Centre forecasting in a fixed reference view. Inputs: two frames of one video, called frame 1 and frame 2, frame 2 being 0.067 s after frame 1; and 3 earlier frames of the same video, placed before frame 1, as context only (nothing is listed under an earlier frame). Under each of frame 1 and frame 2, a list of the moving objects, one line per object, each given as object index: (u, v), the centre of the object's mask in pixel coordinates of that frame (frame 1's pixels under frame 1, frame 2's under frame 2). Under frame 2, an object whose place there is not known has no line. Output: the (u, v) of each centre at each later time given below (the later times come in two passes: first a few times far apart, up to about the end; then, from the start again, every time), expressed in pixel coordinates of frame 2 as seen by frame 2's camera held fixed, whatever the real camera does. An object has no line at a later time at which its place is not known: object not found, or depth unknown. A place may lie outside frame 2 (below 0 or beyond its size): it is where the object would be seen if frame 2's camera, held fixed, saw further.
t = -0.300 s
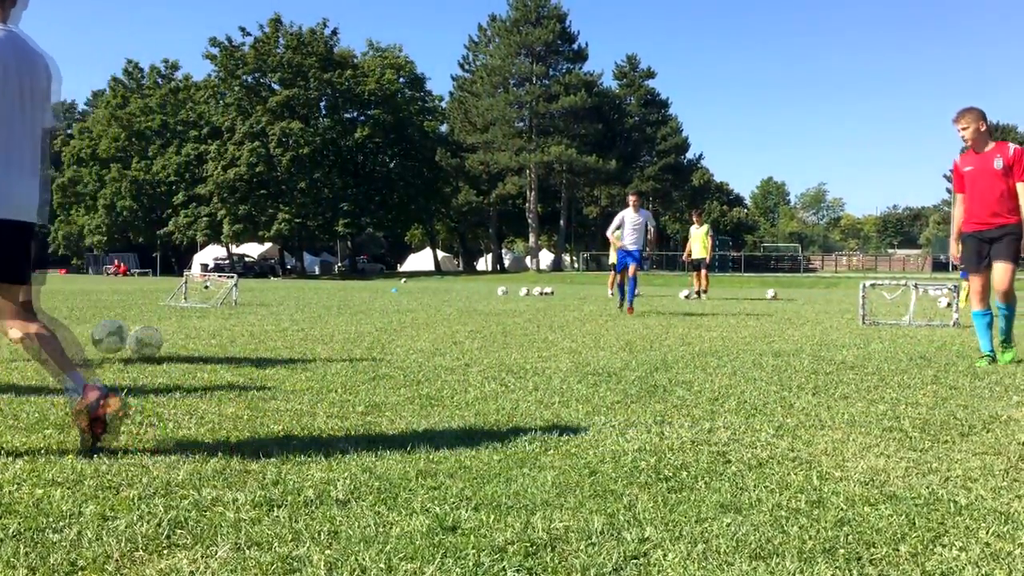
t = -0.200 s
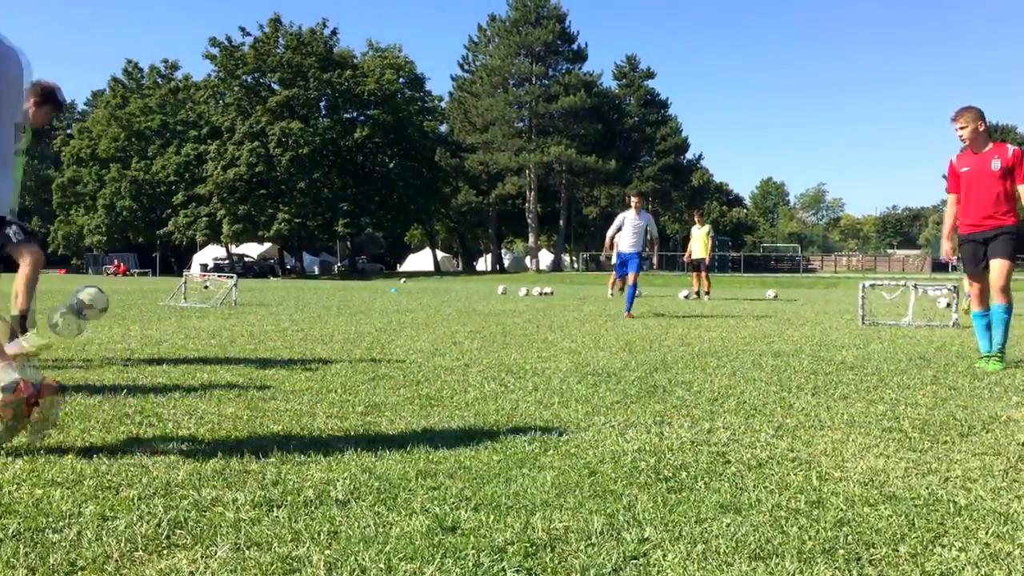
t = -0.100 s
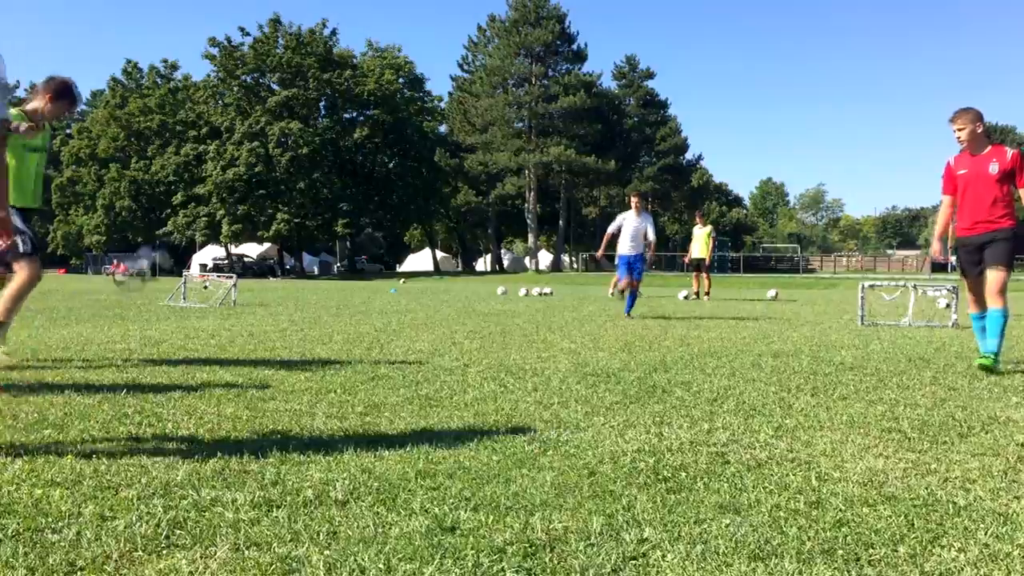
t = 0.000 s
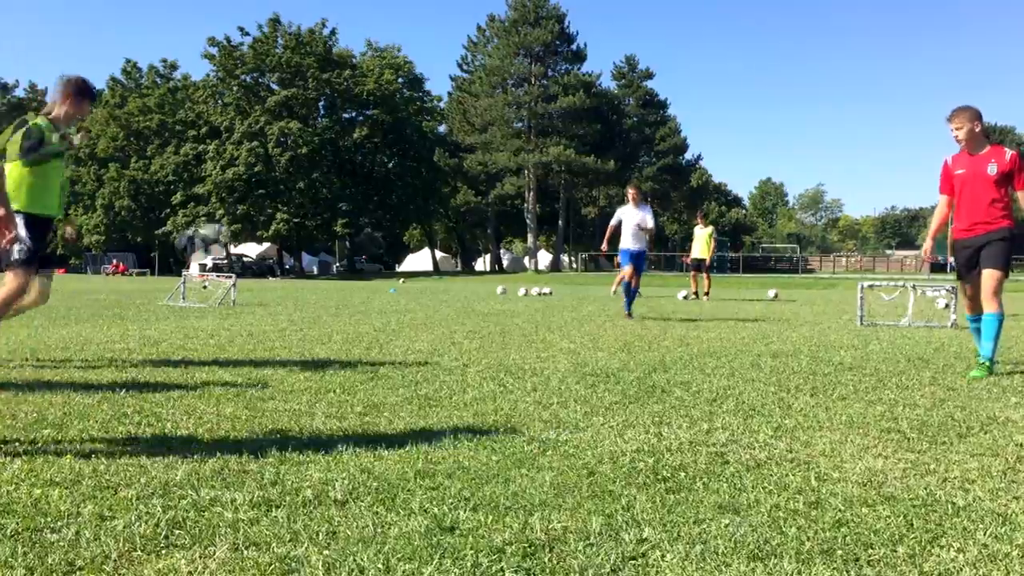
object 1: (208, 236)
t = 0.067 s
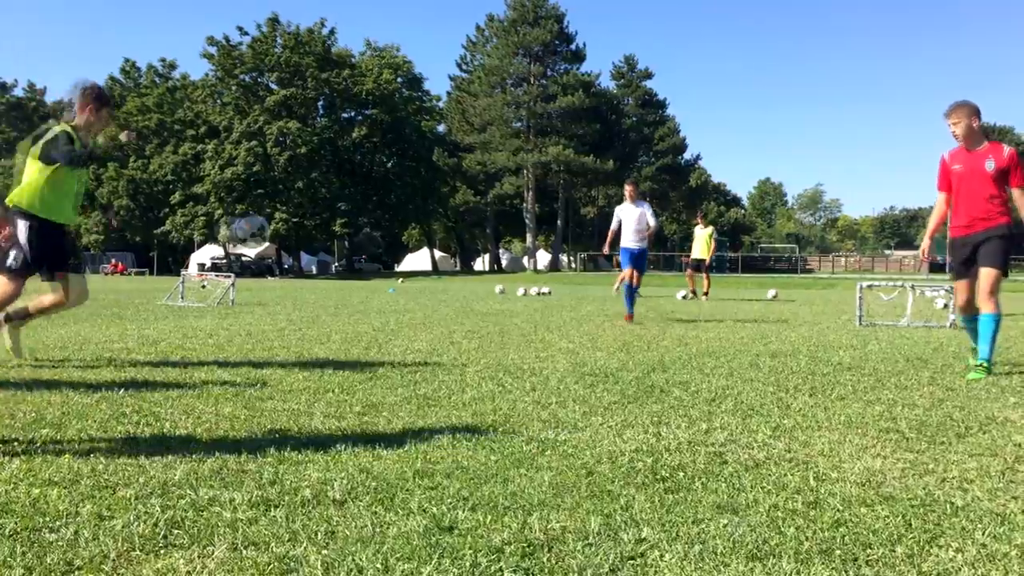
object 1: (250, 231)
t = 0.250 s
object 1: (347, 242)
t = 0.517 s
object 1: (489, 343)
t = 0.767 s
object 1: (540, 302)
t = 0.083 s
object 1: (251, 231)
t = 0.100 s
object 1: (263, 231)
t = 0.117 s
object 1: (271, 231)
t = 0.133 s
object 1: (288, 232)
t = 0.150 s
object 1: (290, 232)
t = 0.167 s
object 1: (309, 234)
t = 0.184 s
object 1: (310, 233)
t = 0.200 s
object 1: (315, 235)
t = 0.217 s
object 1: (329, 238)
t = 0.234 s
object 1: (346, 242)
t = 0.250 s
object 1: (347, 242)
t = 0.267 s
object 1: (363, 247)
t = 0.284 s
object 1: (365, 247)
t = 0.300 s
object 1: (367, 249)
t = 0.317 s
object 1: (383, 259)
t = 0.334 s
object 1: (400, 268)
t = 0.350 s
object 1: (402, 269)
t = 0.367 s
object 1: (405, 270)
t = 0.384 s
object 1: (420, 281)
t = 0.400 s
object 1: (436, 293)
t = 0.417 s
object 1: (438, 294)
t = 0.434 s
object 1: (447, 302)
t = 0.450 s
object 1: (455, 308)
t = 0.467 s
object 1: (464, 318)
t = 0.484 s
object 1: (471, 326)
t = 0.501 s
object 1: (488, 343)
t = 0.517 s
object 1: (489, 343)
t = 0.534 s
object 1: (497, 347)
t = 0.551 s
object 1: (503, 350)
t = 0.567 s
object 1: (508, 341)
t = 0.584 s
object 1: (508, 340)
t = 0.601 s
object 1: (513, 331)
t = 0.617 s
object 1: (514, 329)
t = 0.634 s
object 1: (517, 325)
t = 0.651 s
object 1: (520, 321)
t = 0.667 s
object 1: (524, 317)
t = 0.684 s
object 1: (526, 311)
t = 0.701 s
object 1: (530, 310)
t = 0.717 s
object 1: (531, 308)
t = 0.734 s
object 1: (534, 303)
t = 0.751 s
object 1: (536, 303)
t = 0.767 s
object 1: (540, 302)
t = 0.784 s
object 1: (542, 301)
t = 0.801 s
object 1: (545, 300)
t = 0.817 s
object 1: (547, 300)
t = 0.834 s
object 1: (551, 300)
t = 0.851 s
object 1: (553, 301)
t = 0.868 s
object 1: (557, 302)
